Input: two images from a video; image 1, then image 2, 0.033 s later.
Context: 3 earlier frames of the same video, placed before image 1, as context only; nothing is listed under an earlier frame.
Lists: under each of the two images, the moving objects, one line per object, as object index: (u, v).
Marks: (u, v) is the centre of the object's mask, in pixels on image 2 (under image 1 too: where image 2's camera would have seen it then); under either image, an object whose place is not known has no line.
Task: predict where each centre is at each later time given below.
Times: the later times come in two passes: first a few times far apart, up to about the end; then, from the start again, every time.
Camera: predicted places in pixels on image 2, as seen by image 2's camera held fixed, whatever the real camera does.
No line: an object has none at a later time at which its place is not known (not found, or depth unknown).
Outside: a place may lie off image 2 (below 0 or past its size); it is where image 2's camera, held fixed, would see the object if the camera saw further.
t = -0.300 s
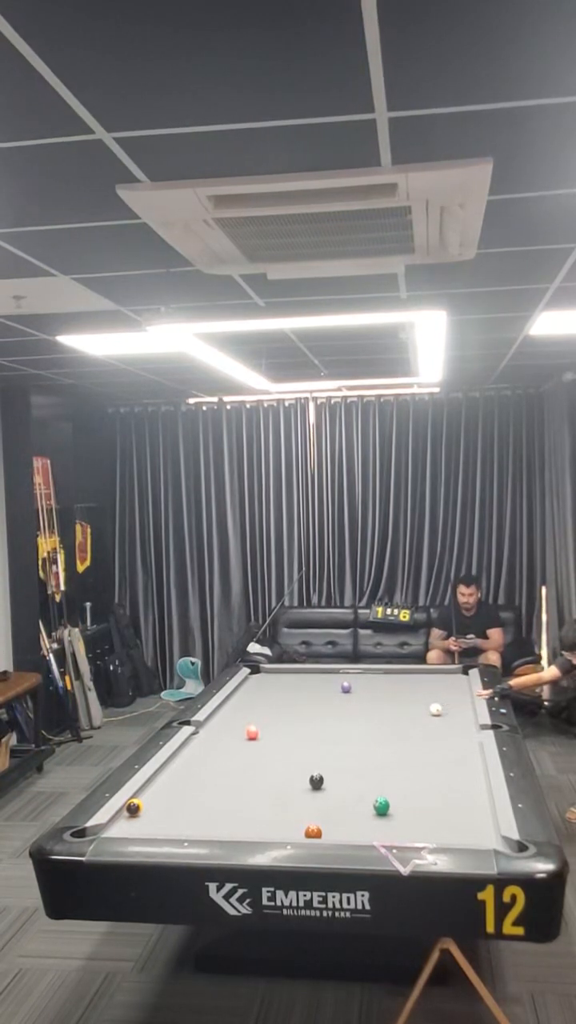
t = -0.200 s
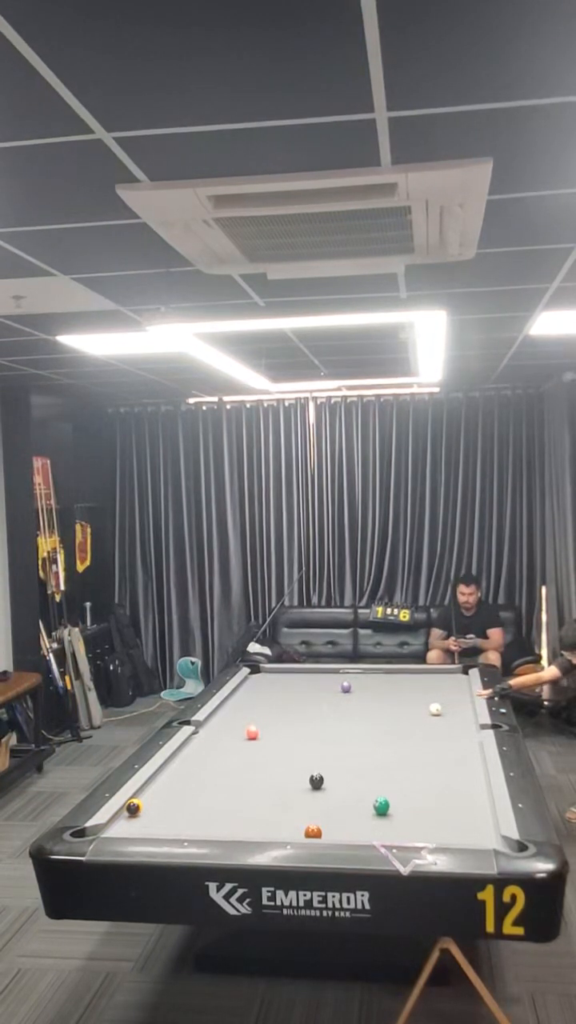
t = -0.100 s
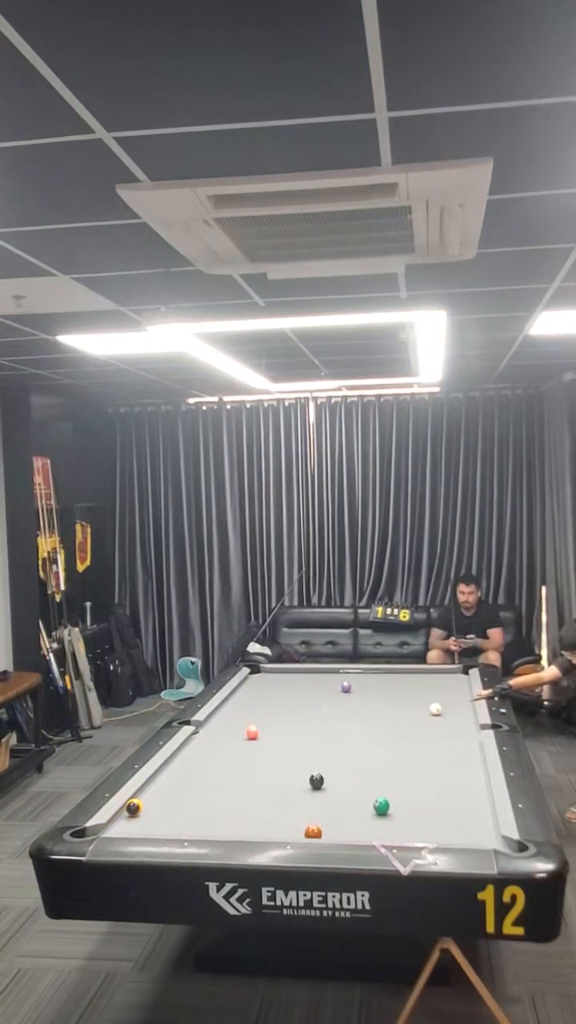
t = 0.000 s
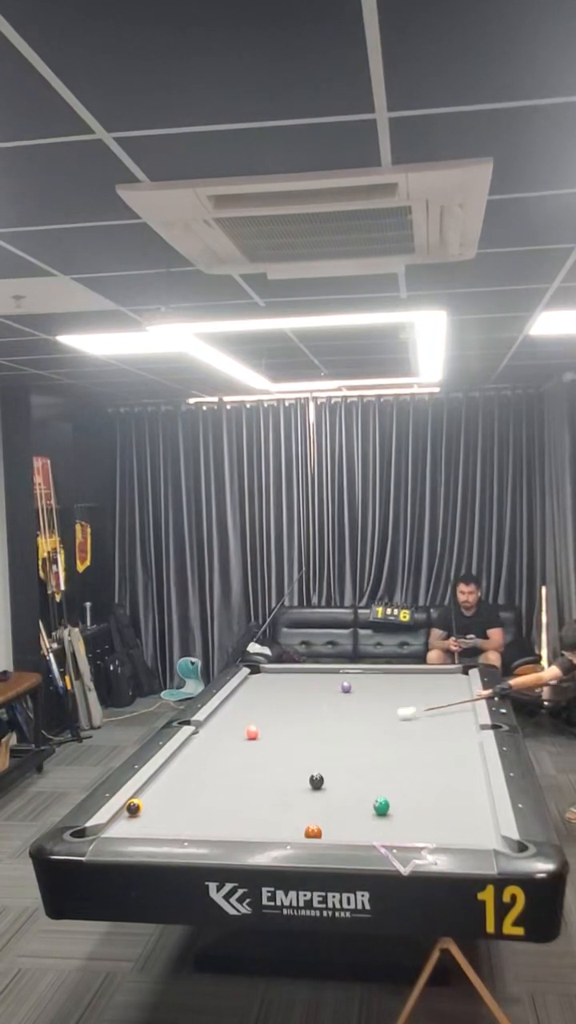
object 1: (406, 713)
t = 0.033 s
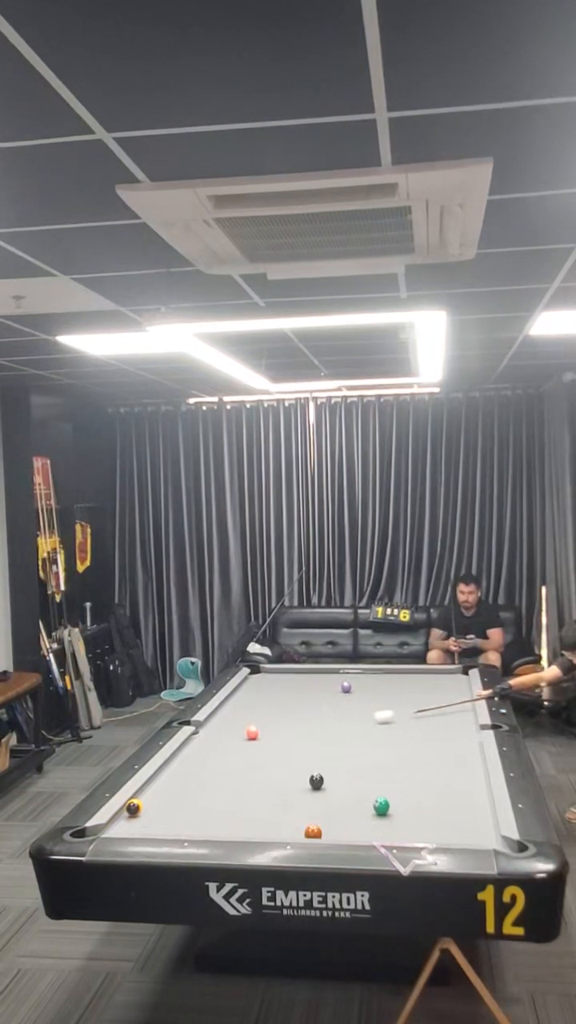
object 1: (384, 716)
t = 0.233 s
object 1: (255, 737)
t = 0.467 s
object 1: (163, 773)
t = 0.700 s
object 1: (194, 802)
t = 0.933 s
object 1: (218, 830)
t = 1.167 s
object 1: (260, 815)
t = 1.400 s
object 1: (296, 798)
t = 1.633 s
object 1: (329, 784)
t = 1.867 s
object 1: (364, 775)
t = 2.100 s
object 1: (395, 767)
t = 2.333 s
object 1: (425, 759)
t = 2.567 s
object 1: (452, 751)
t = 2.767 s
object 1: (475, 746)
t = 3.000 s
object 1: (462, 740)
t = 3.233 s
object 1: (449, 736)
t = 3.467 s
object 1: (437, 731)
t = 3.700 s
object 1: (426, 727)
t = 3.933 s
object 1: (417, 723)
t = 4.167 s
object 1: (408, 721)
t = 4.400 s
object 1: (399, 717)
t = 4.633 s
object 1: (392, 715)
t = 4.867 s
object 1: (385, 712)
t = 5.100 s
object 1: (379, 711)
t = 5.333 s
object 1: (374, 709)
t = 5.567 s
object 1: (369, 707)
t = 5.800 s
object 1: (365, 705)
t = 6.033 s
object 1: (361, 704)
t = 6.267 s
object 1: (358, 703)
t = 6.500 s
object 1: (356, 702)
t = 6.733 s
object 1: (353, 702)
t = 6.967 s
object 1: (352, 701)
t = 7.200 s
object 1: (350, 701)
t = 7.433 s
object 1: (350, 701)
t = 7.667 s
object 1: (349, 700)
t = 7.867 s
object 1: (349, 700)
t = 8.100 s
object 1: (349, 700)
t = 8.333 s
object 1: (349, 700)
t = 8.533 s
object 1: (349, 700)
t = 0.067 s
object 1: (361, 719)
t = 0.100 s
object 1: (338, 723)
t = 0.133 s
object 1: (315, 726)
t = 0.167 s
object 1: (293, 729)
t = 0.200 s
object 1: (269, 733)
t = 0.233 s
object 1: (255, 737)
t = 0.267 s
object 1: (243, 742)
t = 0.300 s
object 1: (231, 747)
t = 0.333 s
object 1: (217, 752)
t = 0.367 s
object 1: (203, 757)
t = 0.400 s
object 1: (188, 763)
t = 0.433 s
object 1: (172, 768)
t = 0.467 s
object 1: (163, 773)
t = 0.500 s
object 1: (169, 777)
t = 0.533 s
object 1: (174, 781)
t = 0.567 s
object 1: (179, 785)
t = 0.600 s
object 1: (183, 789)
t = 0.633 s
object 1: (187, 793)
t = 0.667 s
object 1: (190, 798)
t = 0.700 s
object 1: (194, 802)
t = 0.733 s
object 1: (196, 807)
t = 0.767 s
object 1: (199, 812)
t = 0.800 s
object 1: (202, 817)
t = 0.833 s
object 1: (206, 822)
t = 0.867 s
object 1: (209, 826)
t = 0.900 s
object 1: (212, 828)
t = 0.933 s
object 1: (218, 830)
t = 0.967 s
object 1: (224, 828)
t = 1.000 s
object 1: (231, 826)
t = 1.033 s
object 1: (237, 825)
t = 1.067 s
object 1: (242, 823)
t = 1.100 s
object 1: (248, 820)
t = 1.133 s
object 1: (254, 817)
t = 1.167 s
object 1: (260, 815)
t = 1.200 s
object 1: (265, 812)
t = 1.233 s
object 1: (270, 810)
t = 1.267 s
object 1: (275, 807)
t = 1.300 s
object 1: (281, 805)
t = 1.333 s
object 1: (286, 802)
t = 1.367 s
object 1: (291, 800)
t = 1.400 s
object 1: (296, 798)
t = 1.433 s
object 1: (300, 796)
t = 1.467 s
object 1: (305, 794)
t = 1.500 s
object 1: (309, 792)
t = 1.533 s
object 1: (314, 790)
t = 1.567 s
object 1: (319, 788)
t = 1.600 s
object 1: (324, 786)
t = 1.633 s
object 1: (329, 784)
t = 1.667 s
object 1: (334, 783)
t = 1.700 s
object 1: (339, 782)
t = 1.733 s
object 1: (344, 780)
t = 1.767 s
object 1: (349, 779)
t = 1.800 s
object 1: (354, 777)
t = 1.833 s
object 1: (359, 776)
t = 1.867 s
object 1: (364, 775)
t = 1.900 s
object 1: (368, 774)
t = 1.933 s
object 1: (373, 772)
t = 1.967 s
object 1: (378, 771)
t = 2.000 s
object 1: (382, 770)
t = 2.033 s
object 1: (387, 769)
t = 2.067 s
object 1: (391, 768)
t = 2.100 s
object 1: (395, 767)
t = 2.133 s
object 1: (400, 766)
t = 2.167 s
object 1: (404, 764)
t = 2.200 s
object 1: (409, 763)
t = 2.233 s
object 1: (413, 762)
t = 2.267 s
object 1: (417, 761)
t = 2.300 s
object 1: (421, 760)
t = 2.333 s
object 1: (425, 759)
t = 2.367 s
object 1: (429, 758)
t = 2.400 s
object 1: (433, 757)
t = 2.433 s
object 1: (437, 756)
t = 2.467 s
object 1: (441, 755)
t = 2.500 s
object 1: (445, 753)
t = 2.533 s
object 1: (449, 753)
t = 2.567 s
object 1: (452, 751)
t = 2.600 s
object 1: (456, 751)
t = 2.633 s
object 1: (460, 750)
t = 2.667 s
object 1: (464, 749)
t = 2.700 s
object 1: (467, 748)
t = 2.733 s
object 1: (471, 747)
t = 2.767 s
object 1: (475, 746)
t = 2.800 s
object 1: (475, 745)
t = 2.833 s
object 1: (472, 744)
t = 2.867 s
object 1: (470, 743)
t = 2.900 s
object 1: (468, 743)
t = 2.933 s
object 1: (466, 742)
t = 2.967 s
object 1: (464, 741)
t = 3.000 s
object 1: (462, 740)
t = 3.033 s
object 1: (460, 740)
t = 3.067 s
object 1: (458, 739)
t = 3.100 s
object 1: (456, 738)
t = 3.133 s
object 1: (454, 738)
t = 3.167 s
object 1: (452, 737)
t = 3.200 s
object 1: (451, 736)
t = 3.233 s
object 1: (449, 736)
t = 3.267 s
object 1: (447, 735)
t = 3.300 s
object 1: (445, 734)
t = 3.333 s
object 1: (444, 734)
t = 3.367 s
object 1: (442, 733)
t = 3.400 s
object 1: (440, 732)
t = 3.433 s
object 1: (439, 732)
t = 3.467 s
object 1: (437, 731)
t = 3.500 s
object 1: (436, 731)
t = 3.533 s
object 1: (434, 730)
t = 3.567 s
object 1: (432, 729)
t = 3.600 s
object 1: (431, 729)
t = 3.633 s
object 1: (429, 728)
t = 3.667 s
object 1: (428, 728)
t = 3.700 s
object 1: (426, 727)
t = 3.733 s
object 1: (425, 727)
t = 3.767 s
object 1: (423, 726)
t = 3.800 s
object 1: (422, 725)
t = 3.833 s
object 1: (421, 725)
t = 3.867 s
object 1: (419, 725)
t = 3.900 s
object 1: (418, 724)
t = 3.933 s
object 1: (417, 723)
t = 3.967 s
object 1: (415, 723)
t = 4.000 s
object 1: (414, 722)
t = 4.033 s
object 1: (413, 722)
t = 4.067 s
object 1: (411, 722)
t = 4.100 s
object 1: (410, 721)
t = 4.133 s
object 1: (409, 721)
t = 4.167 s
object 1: (408, 721)
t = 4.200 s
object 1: (406, 720)
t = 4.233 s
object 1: (405, 719)
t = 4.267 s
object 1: (404, 719)
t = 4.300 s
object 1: (403, 719)
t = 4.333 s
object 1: (401, 718)
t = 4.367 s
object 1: (400, 718)
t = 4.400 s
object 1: (399, 717)
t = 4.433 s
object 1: (398, 717)
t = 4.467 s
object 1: (397, 717)
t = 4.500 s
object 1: (396, 716)
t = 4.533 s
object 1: (395, 716)
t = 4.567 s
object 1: (394, 715)
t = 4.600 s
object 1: (393, 715)
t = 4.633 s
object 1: (392, 715)
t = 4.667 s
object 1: (391, 714)
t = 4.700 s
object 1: (390, 714)
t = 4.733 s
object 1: (389, 714)
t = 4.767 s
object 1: (388, 713)
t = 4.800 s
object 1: (387, 713)
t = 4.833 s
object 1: (386, 713)
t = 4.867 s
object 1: (385, 712)
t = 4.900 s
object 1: (384, 712)
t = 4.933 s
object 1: (384, 712)
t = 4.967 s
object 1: (383, 711)
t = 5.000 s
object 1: (382, 711)
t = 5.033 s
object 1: (381, 711)
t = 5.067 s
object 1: (380, 711)
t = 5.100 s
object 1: (379, 711)
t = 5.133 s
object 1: (378, 710)
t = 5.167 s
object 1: (377, 710)
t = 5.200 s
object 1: (377, 709)
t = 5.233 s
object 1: (376, 709)
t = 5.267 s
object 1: (375, 709)
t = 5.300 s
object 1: (374, 709)
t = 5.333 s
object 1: (374, 709)
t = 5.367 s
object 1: (373, 708)
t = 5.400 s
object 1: (372, 708)
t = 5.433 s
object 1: (372, 708)
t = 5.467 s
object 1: (371, 708)
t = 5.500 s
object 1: (370, 707)
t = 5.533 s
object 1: (369, 707)
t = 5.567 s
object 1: (369, 707)
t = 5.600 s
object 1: (368, 706)
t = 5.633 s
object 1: (368, 706)
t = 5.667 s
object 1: (367, 706)
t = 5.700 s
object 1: (366, 706)
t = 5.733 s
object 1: (366, 706)
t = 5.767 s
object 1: (365, 706)
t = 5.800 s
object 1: (365, 705)
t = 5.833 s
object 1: (364, 705)
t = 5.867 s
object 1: (364, 705)
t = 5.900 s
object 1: (363, 705)
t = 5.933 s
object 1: (363, 704)
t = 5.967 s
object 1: (362, 704)
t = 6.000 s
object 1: (362, 704)
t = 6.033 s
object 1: (361, 704)
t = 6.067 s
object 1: (361, 704)
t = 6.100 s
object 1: (360, 704)
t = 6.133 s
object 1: (360, 704)
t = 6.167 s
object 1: (360, 704)
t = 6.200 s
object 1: (359, 703)
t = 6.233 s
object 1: (359, 703)
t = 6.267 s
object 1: (358, 703)
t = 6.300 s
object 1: (358, 703)
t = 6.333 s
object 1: (358, 703)
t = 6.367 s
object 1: (357, 703)
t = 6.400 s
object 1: (357, 703)
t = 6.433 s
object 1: (356, 702)
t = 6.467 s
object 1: (356, 702)
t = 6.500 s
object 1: (356, 702)
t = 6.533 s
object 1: (355, 702)
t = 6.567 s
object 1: (355, 702)
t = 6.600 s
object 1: (355, 702)
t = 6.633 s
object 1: (354, 702)
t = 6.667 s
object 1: (354, 702)
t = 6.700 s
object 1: (354, 702)
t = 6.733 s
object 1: (353, 702)
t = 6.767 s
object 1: (353, 702)
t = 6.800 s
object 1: (353, 702)
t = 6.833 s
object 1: (352, 701)
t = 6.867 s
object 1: (352, 701)
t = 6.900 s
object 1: (352, 701)
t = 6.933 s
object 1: (352, 701)
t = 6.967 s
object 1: (352, 701)
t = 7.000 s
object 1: (352, 701)
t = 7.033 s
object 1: (351, 701)
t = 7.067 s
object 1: (351, 701)
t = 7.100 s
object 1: (351, 701)
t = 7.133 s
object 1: (351, 701)
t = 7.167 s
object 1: (351, 701)
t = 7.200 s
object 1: (350, 701)
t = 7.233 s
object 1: (350, 701)
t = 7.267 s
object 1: (350, 701)
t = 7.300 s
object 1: (350, 701)
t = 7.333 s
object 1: (350, 701)
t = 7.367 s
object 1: (350, 701)
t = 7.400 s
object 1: (350, 701)
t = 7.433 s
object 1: (350, 701)
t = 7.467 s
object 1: (350, 701)
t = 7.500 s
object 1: (350, 700)
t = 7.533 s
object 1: (350, 701)
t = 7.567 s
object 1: (350, 701)
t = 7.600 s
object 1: (350, 700)
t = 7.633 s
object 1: (350, 700)
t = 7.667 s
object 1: (349, 700)
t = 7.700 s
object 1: (349, 700)
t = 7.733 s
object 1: (349, 701)
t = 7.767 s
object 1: (349, 700)
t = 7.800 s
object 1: (349, 700)
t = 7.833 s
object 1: (349, 700)
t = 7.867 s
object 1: (349, 700)
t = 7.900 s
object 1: (349, 700)
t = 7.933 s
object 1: (349, 700)
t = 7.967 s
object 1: (349, 700)
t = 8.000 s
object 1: (349, 700)
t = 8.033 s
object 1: (349, 700)
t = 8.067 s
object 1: (349, 700)
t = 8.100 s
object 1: (349, 700)
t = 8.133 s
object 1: (349, 701)
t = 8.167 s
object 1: (349, 700)
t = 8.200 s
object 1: (349, 700)
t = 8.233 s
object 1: (349, 700)
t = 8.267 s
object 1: (349, 700)
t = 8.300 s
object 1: (349, 700)
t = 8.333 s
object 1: (349, 700)
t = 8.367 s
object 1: (349, 700)
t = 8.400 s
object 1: (349, 700)
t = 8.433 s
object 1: (349, 700)
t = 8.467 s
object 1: (349, 700)
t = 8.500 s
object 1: (349, 700)
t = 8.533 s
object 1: (349, 700)
